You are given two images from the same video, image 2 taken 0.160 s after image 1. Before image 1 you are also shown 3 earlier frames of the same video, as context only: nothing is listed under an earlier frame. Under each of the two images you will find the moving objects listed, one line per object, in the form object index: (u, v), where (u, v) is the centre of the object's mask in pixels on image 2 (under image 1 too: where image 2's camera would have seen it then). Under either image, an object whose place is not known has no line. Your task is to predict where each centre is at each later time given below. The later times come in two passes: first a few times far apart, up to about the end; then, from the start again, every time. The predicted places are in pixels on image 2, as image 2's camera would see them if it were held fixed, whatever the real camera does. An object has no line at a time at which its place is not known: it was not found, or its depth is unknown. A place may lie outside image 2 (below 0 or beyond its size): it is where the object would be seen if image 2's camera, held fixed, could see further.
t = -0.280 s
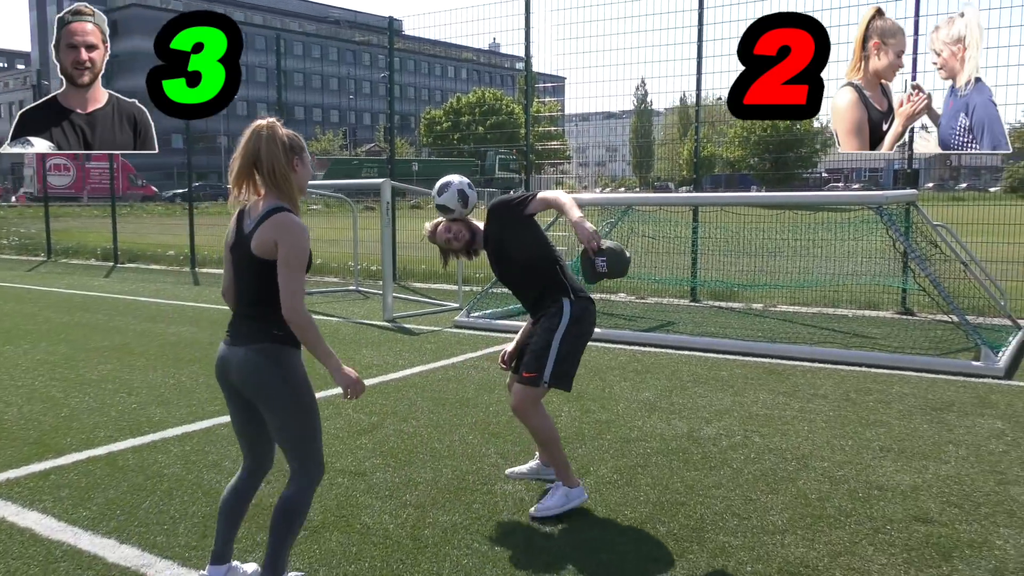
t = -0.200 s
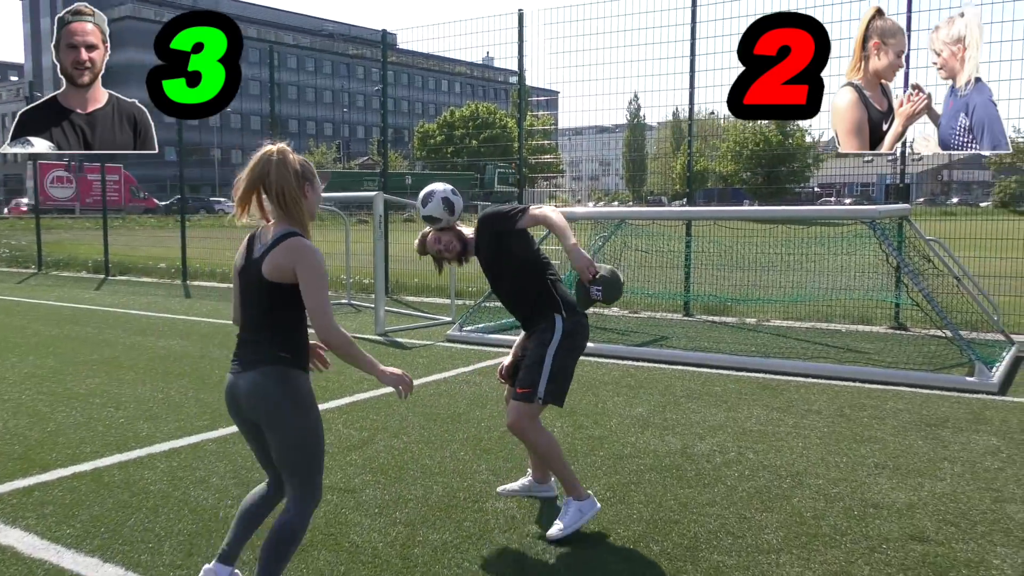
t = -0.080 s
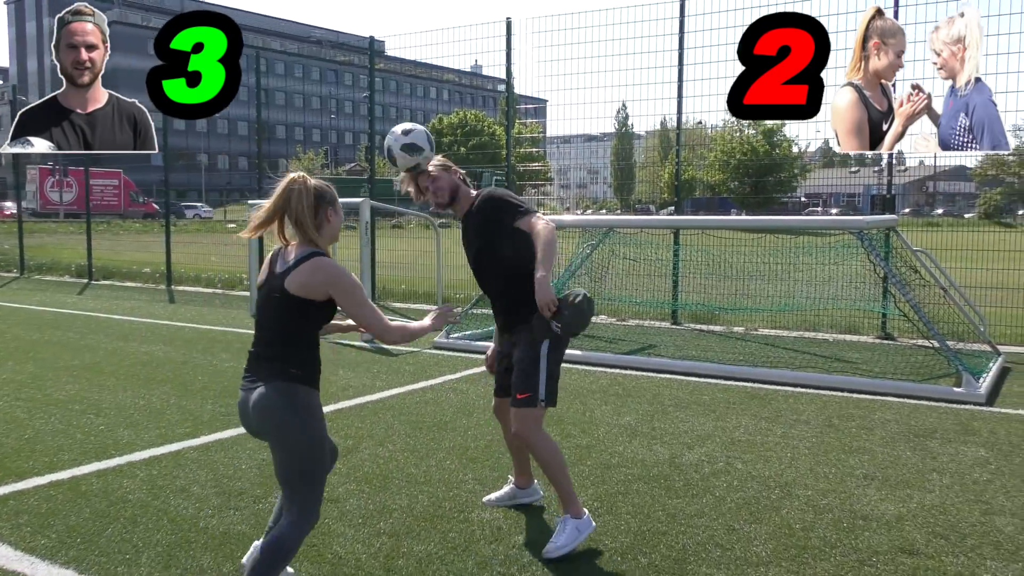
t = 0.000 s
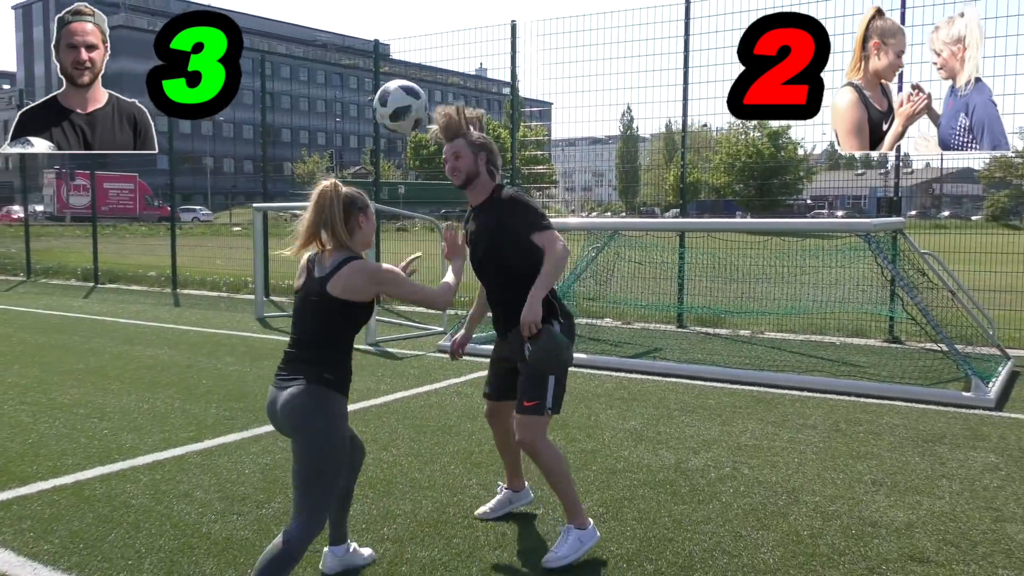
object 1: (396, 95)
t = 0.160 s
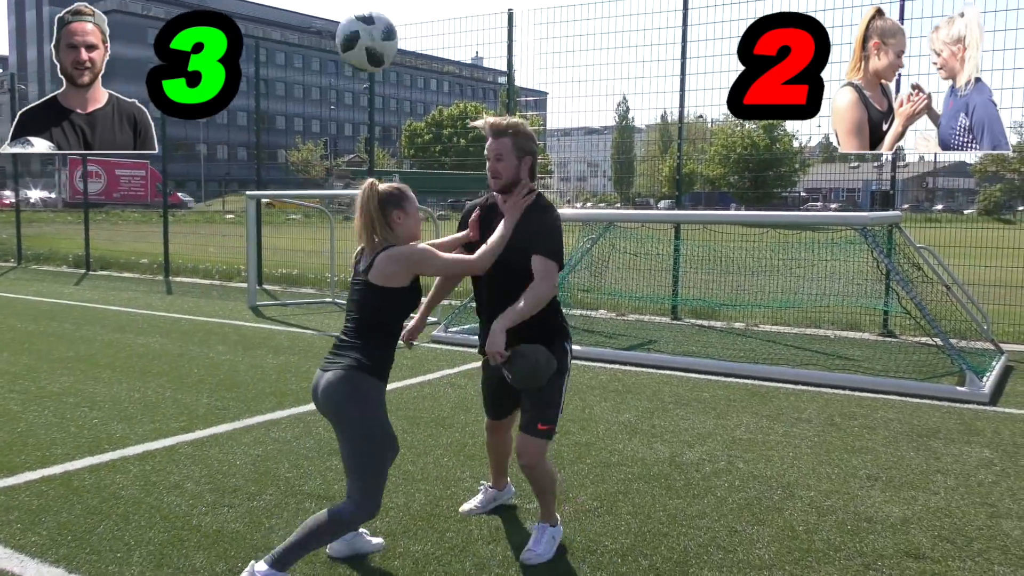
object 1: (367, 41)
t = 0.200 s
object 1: (360, 37)
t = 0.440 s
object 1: (305, 126)
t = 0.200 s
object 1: (360, 37)
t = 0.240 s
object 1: (352, 36)
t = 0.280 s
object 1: (344, 42)
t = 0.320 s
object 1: (335, 52)
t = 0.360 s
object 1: (325, 68)
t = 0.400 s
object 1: (315, 93)
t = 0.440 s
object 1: (305, 126)
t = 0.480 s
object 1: (293, 166)
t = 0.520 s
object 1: (282, 217)
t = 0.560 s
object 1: (272, 279)
